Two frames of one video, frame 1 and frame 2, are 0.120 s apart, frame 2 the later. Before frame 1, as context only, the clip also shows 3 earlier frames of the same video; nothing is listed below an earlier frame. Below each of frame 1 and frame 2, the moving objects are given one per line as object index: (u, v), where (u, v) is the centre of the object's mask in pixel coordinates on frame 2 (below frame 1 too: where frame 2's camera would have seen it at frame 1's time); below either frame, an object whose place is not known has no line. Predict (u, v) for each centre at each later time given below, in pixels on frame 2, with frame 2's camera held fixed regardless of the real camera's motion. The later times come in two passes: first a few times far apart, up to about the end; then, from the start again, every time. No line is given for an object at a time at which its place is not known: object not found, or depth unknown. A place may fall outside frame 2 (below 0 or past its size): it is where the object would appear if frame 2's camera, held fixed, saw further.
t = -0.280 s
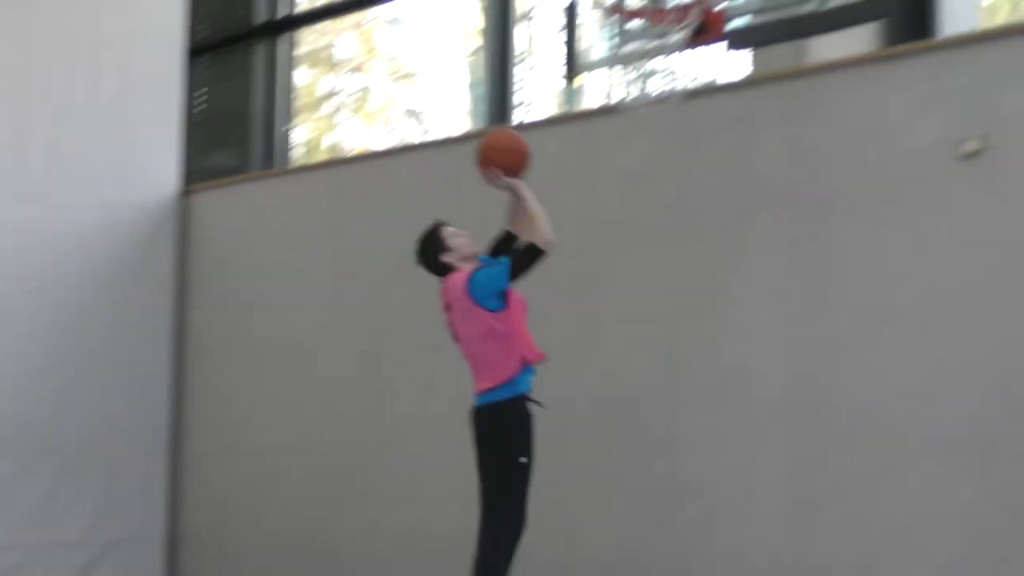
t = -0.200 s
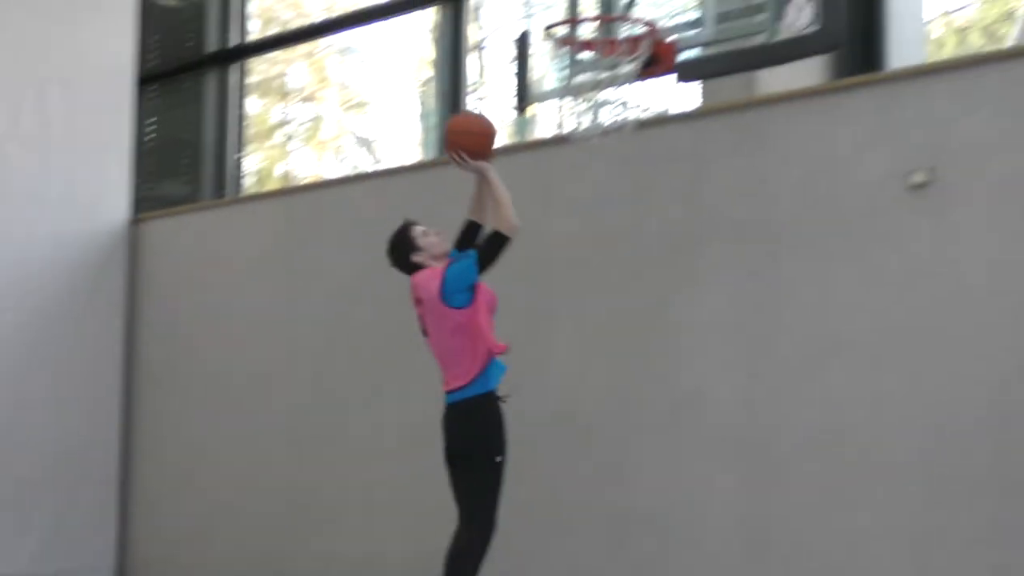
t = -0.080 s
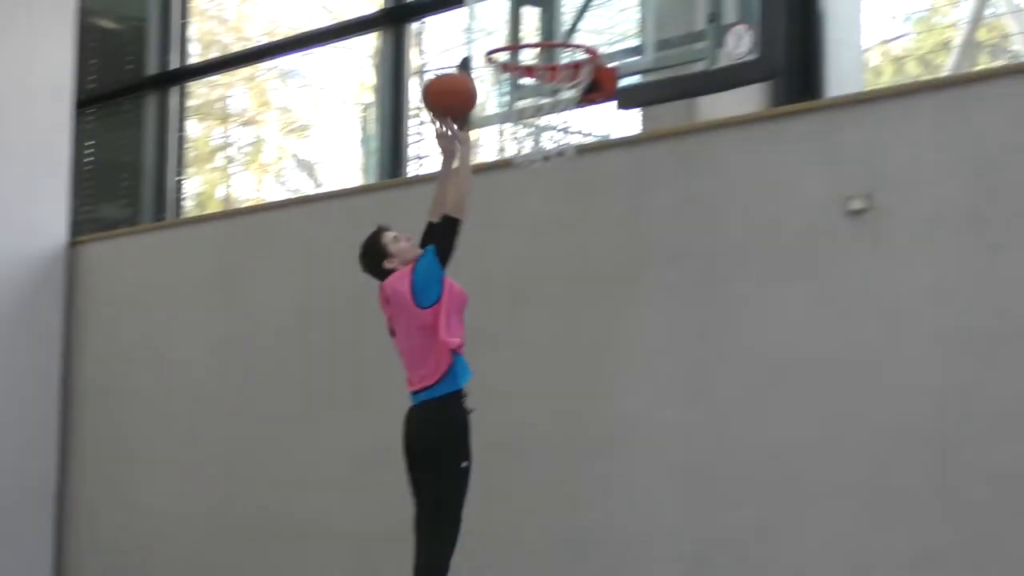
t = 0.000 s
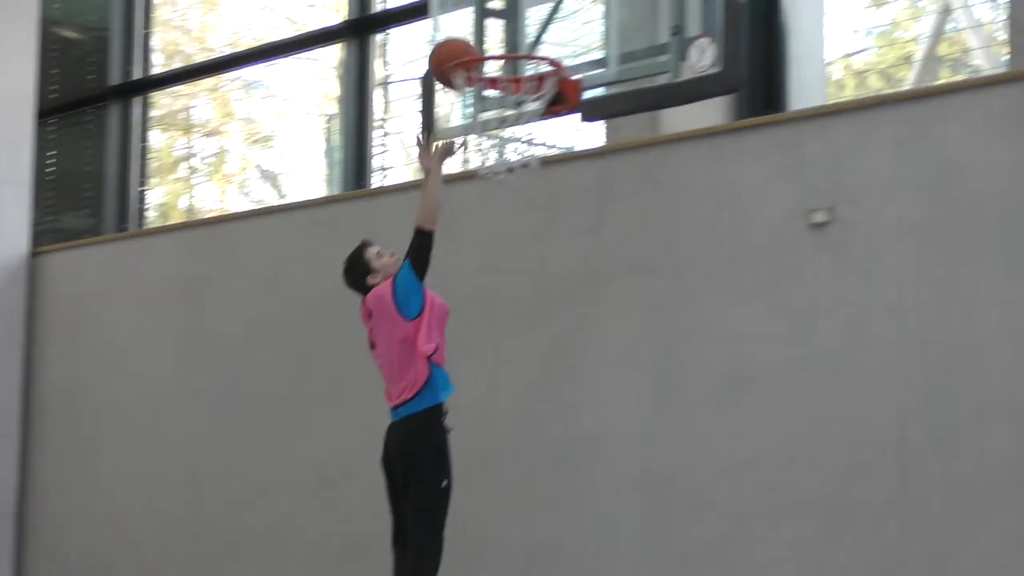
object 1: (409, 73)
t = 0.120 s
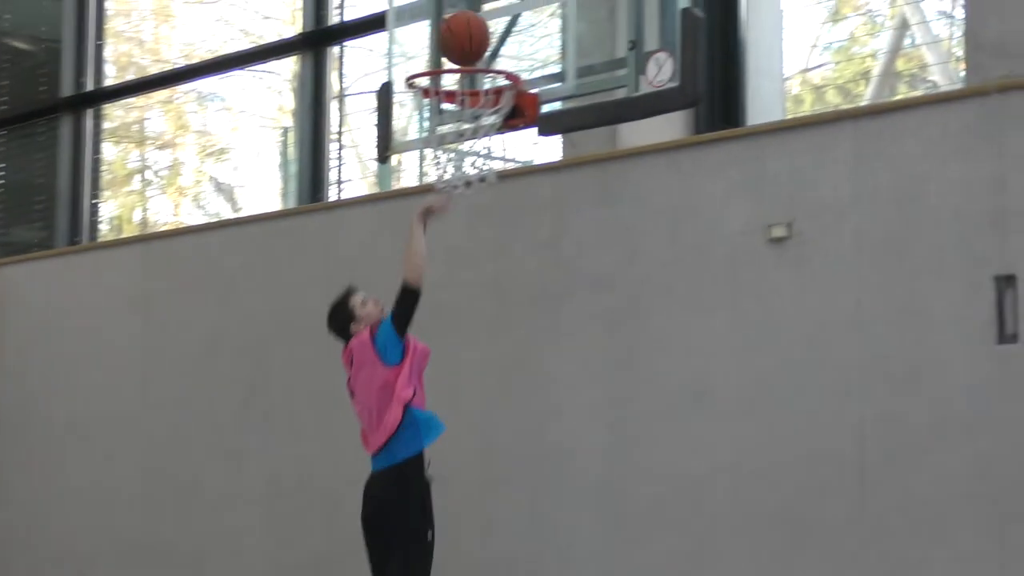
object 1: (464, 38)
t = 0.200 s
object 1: (460, 35)
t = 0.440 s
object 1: (456, 115)
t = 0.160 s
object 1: (462, 34)
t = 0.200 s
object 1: (460, 35)
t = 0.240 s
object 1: (458, 38)
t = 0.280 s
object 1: (456, 45)
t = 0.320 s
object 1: (453, 51)
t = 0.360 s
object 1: (450, 74)
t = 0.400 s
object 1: (452, 95)
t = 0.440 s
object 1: (456, 115)
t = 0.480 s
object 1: (463, 139)
